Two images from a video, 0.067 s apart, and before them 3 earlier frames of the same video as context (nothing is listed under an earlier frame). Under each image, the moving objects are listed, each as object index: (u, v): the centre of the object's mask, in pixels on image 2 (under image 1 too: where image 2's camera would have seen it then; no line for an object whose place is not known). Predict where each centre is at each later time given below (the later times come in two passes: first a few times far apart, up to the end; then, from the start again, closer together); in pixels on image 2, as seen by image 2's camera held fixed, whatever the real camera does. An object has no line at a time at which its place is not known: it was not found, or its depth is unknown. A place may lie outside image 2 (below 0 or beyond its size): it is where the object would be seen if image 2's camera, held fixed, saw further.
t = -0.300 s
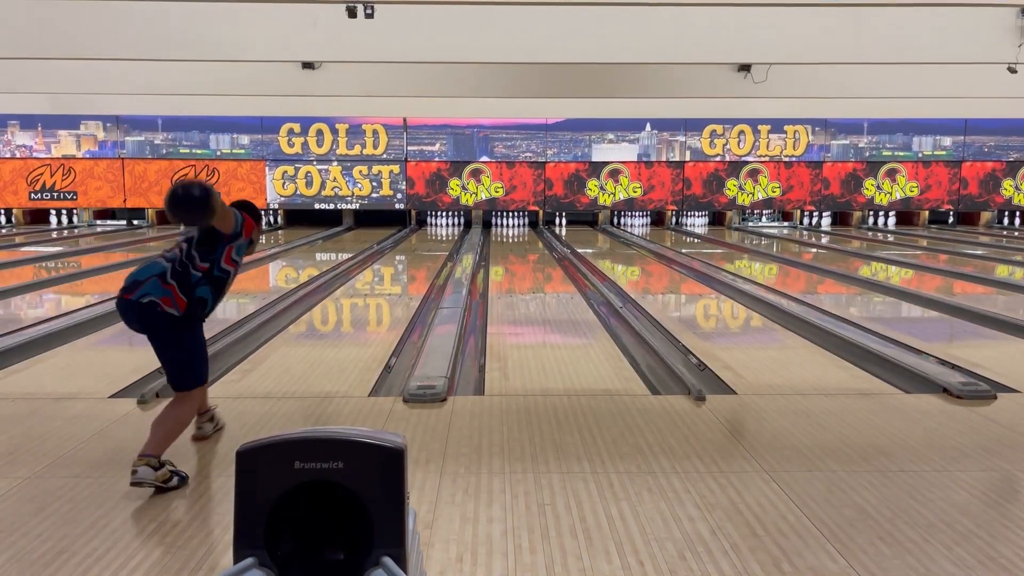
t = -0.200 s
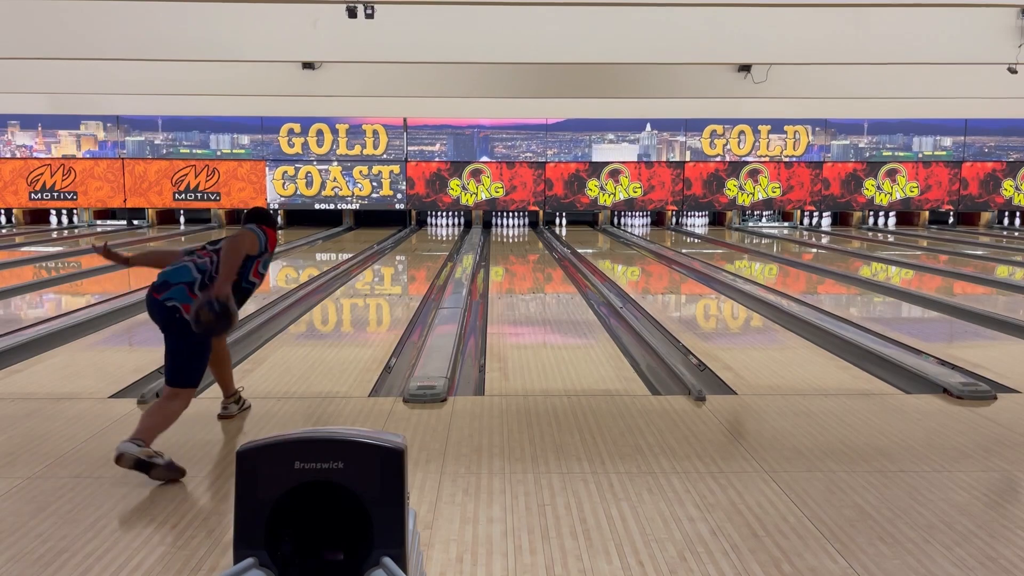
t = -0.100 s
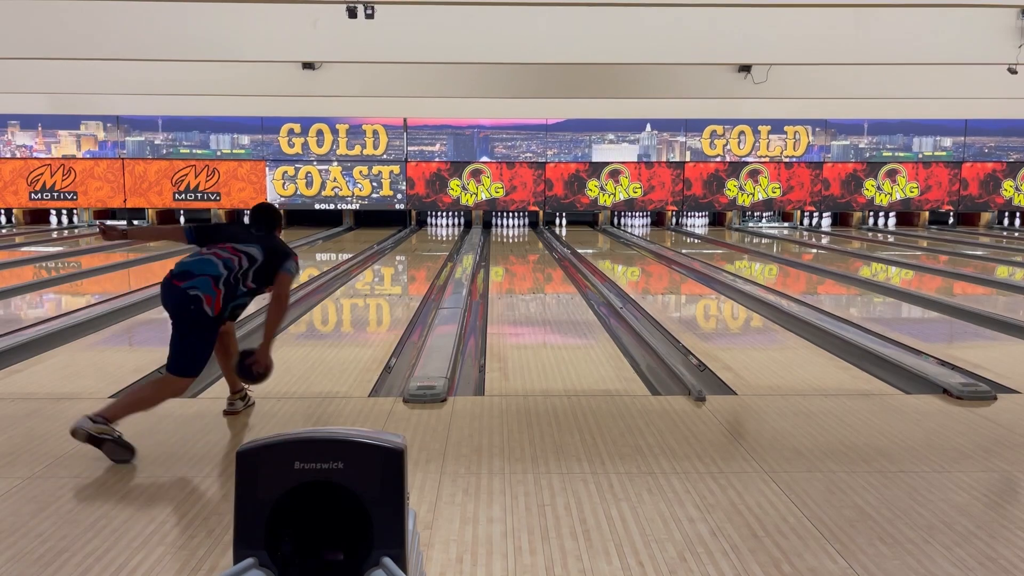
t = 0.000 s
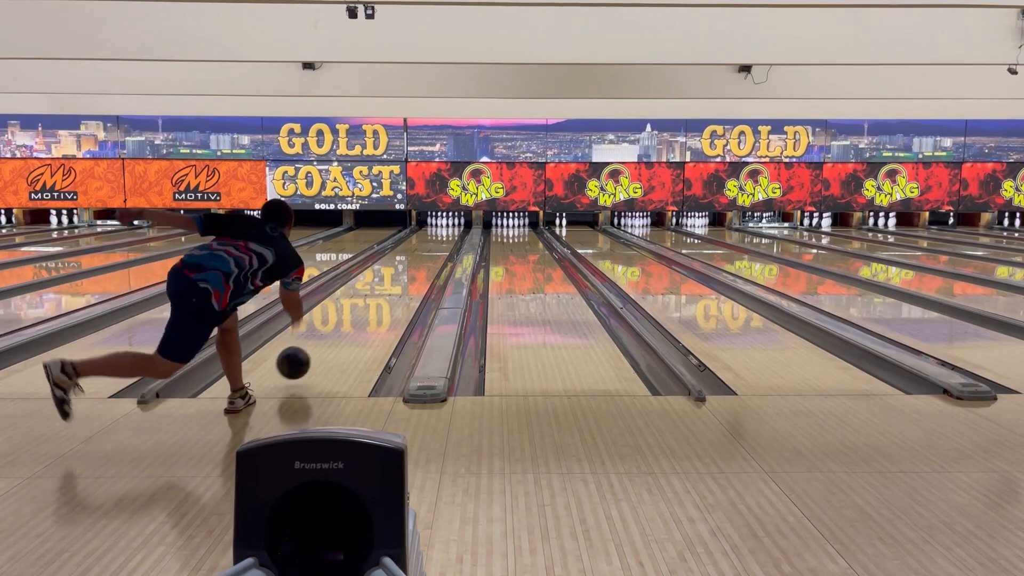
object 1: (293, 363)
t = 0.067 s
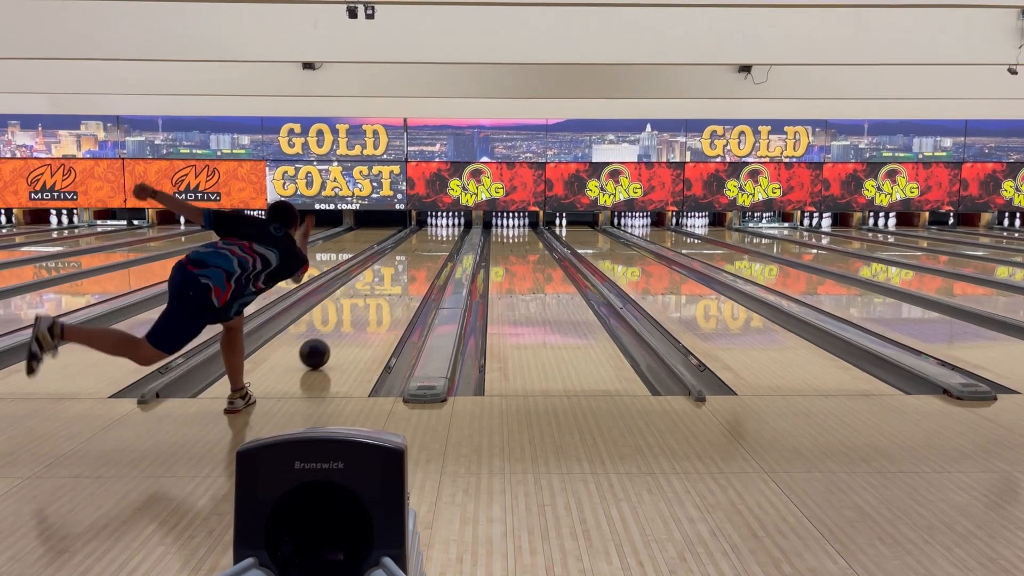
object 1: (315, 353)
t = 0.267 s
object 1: (360, 316)
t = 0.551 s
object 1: (399, 285)
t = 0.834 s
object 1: (423, 265)
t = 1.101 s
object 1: (437, 253)
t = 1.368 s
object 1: (446, 244)
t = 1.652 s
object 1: (451, 237)
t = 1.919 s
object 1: (452, 231)
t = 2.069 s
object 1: (450, 229)
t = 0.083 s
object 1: (319, 349)
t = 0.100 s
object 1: (324, 346)
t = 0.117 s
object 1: (328, 342)
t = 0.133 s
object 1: (332, 339)
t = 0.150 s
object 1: (336, 336)
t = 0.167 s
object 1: (340, 333)
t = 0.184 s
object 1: (344, 330)
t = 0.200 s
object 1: (347, 327)
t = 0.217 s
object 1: (350, 324)
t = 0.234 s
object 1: (354, 321)
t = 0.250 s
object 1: (357, 319)
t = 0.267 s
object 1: (360, 316)
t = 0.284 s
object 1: (363, 314)
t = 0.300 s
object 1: (366, 312)
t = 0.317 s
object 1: (368, 310)
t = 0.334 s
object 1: (371, 308)
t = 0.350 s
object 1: (374, 306)
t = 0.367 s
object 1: (376, 304)
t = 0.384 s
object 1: (378, 302)
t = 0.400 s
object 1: (381, 300)
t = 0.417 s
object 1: (383, 298)
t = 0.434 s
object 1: (385, 296)
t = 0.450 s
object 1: (387, 294)
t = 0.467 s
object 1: (389, 292)
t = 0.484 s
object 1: (391, 291)
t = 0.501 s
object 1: (393, 289)
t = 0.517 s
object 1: (395, 288)
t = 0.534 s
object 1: (397, 286)
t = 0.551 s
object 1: (399, 285)
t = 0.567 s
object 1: (400, 283)
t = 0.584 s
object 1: (402, 282)
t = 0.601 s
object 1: (404, 281)
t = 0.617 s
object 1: (405, 279)
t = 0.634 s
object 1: (407, 278)
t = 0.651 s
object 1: (408, 277)
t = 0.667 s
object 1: (410, 275)
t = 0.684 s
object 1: (411, 274)
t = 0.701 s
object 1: (413, 273)
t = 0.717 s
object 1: (414, 272)
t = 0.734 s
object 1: (415, 271)
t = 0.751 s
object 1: (417, 270)
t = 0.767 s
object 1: (418, 269)
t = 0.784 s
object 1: (419, 268)
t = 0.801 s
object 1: (421, 267)
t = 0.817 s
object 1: (422, 266)
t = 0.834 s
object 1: (423, 265)
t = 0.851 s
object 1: (424, 265)
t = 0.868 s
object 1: (425, 263)
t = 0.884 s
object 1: (426, 263)
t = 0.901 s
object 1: (427, 262)
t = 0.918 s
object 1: (428, 261)
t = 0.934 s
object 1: (429, 260)
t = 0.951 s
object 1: (430, 259)
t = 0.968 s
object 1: (431, 259)
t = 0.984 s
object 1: (432, 258)
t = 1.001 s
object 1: (433, 257)
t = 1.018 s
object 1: (433, 257)
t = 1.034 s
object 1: (434, 256)
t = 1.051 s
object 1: (435, 255)
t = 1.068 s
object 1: (436, 254)
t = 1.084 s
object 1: (436, 254)
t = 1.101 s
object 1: (437, 253)
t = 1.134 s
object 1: (439, 252)
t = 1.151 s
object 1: (439, 251)
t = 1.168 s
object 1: (440, 250)
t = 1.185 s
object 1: (441, 250)
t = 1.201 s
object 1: (441, 249)
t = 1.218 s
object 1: (442, 249)
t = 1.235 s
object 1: (442, 248)
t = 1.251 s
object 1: (443, 248)
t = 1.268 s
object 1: (443, 247)
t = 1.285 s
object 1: (444, 247)
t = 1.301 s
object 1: (444, 246)
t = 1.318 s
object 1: (445, 246)
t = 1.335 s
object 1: (445, 245)
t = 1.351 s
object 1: (446, 245)
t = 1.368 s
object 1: (446, 244)
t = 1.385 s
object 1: (447, 244)
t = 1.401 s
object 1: (447, 243)
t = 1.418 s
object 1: (447, 243)
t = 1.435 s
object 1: (447, 242)
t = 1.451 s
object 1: (448, 242)
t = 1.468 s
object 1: (448, 241)
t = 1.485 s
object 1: (449, 240)
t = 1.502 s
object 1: (449, 240)
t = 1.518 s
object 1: (449, 240)
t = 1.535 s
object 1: (450, 239)
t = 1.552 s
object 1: (450, 239)
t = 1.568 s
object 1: (450, 238)
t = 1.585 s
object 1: (450, 238)
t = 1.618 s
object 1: (451, 237)
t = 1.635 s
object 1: (450, 237)
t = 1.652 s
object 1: (451, 237)
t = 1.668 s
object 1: (451, 237)
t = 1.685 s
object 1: (451, 236)
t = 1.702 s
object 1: (451, 235)
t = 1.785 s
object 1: (452, 233)
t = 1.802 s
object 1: (452, 233)
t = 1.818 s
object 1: (452, 233)
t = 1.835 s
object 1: (452, 232)
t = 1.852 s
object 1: (452, 232)
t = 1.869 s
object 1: (452, 232)
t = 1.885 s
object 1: (452, 231)
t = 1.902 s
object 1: (452, 231)
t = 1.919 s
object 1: (452, 231)
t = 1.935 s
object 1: (451, 231)
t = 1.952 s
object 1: (452, 231)
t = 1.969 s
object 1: (451, 230)
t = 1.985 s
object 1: (451, 230)
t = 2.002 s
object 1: (451, 230)
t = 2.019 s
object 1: (451, 229)
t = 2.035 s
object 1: (451, 229)
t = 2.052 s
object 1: (451, 229)
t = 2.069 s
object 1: (450, 229)
